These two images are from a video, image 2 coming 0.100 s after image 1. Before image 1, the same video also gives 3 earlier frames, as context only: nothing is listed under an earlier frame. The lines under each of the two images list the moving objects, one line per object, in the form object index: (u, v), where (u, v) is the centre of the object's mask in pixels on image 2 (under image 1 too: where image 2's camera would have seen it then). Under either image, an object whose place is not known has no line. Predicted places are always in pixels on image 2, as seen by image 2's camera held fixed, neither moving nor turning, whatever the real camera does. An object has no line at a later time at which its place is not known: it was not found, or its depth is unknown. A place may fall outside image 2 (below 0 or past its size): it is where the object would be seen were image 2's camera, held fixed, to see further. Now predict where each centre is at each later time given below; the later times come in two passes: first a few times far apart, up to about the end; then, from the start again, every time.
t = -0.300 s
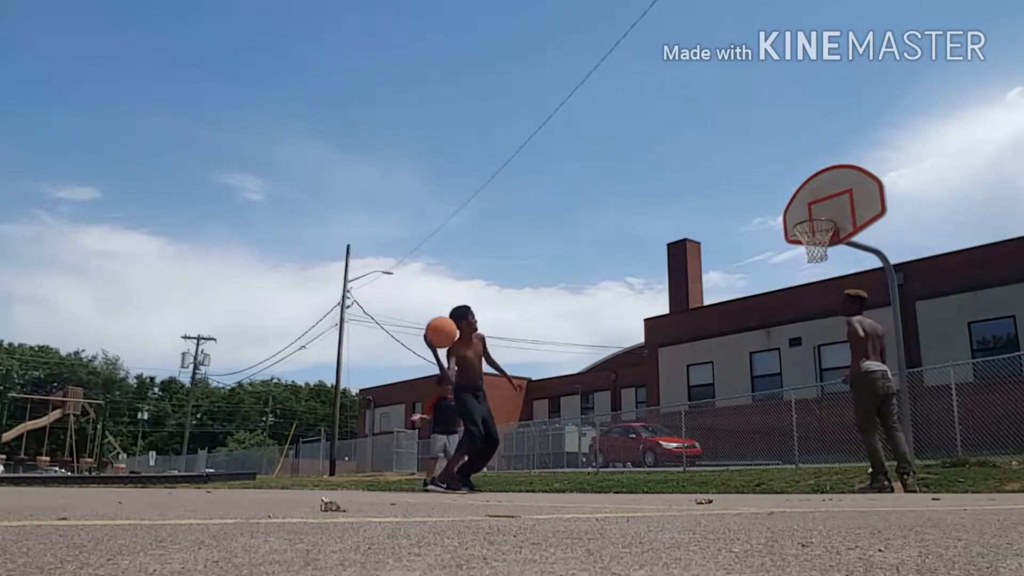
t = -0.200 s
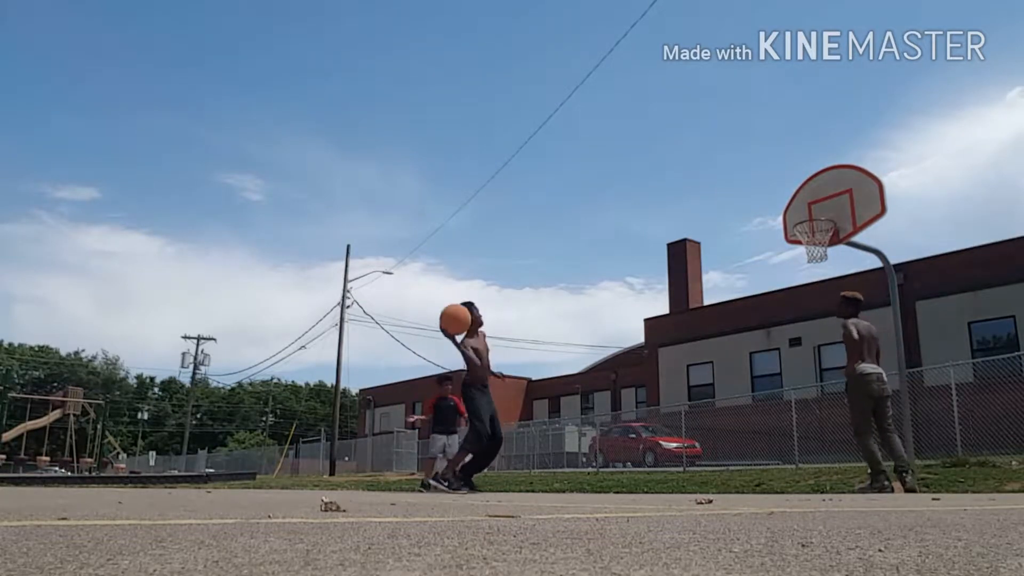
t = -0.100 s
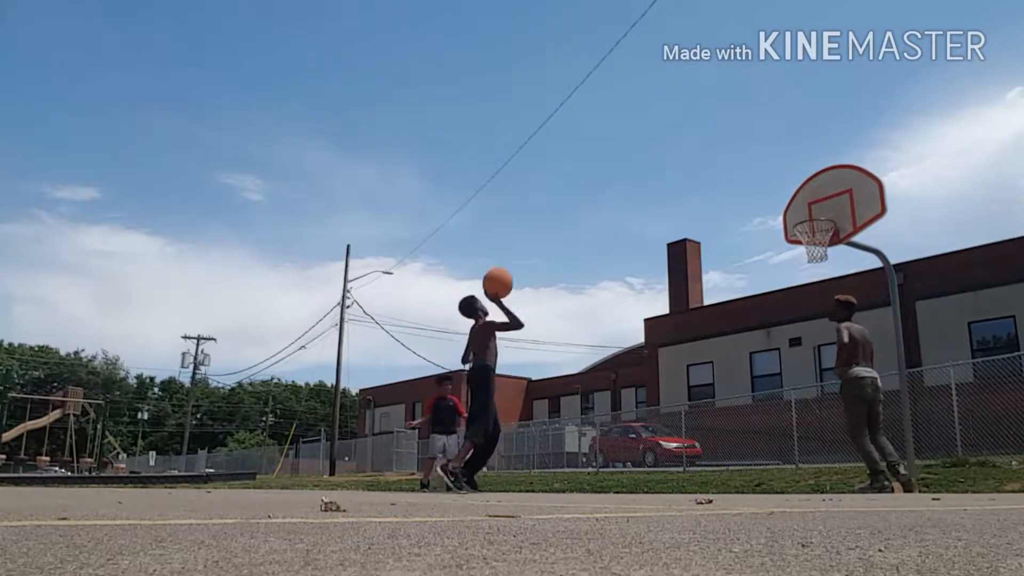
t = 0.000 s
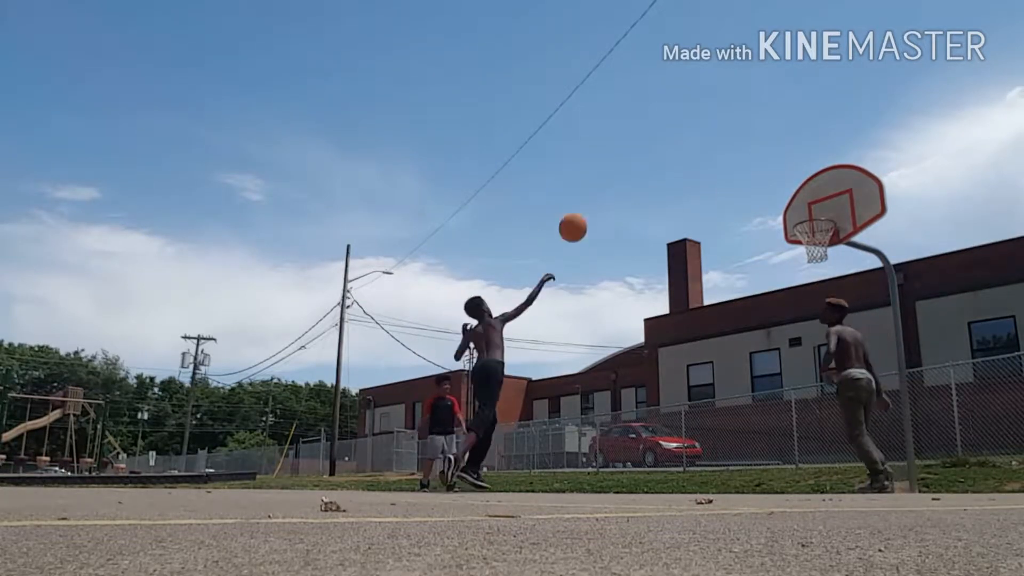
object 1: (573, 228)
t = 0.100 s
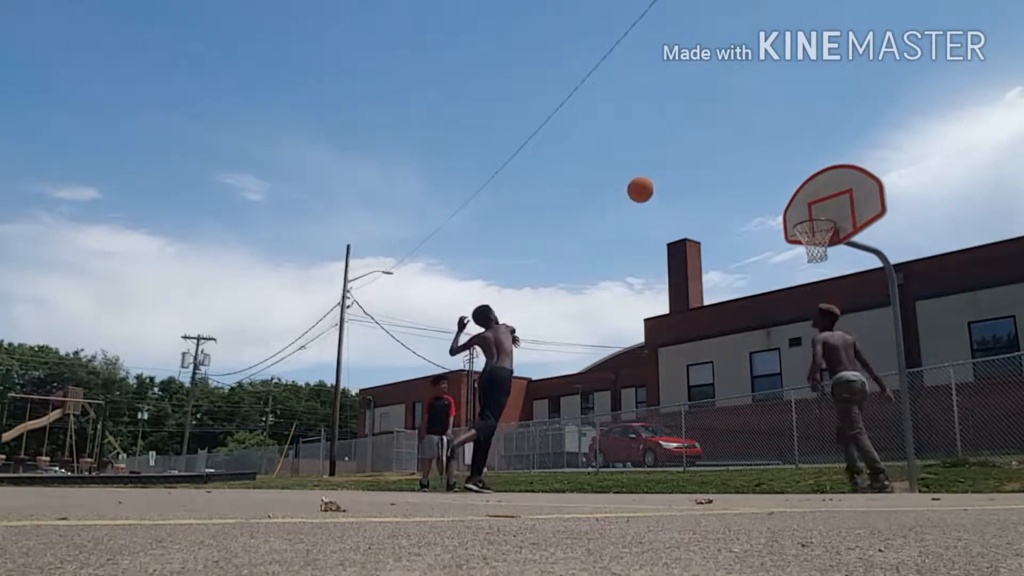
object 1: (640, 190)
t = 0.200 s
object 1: (697, 166)
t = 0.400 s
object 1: (791, 154)
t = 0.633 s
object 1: (837, 170)
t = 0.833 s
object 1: (817, 197)
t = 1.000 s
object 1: (802, 248)
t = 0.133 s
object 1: (660, 181)
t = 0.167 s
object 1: (679, 173)
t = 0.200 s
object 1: (697, 166)
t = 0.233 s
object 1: (715, 161)
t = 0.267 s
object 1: (731, 158)
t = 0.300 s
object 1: (747, 155)
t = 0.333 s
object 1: (762, 153)
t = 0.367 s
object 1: (777, 153)
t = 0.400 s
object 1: (791, 154)
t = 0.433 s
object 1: (804, 156)
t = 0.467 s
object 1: (816, 158)
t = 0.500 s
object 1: (829, 161)
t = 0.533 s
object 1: (842, 165)
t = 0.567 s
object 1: (844, 167)
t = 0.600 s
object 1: (841, 168)
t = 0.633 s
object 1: (837, 170)
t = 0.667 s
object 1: (834, 171)
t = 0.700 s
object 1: (830, 175)
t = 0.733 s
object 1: (827, 179)
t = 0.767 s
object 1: (824, 184)
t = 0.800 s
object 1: (820, 190)
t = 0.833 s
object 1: (817, 197)
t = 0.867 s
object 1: (814, 205)
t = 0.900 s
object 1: (811, 213)
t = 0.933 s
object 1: (808, 224)
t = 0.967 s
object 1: (806, 235)
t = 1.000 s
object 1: (802, 248)
